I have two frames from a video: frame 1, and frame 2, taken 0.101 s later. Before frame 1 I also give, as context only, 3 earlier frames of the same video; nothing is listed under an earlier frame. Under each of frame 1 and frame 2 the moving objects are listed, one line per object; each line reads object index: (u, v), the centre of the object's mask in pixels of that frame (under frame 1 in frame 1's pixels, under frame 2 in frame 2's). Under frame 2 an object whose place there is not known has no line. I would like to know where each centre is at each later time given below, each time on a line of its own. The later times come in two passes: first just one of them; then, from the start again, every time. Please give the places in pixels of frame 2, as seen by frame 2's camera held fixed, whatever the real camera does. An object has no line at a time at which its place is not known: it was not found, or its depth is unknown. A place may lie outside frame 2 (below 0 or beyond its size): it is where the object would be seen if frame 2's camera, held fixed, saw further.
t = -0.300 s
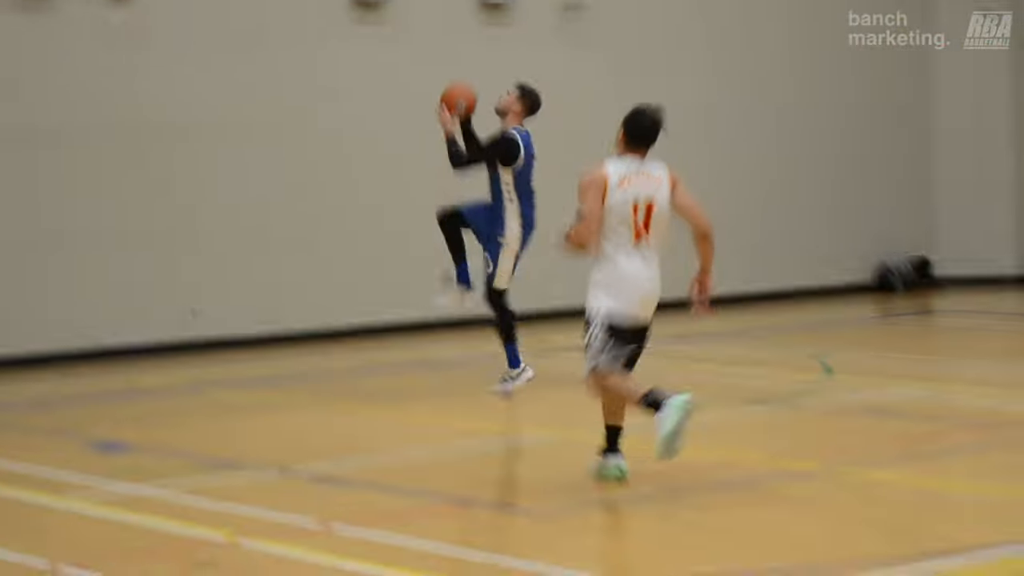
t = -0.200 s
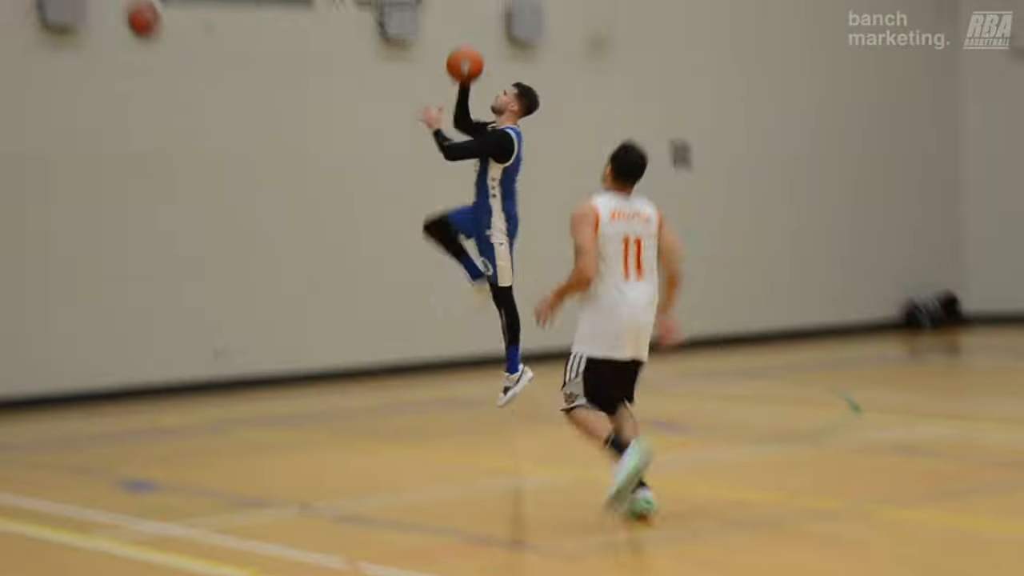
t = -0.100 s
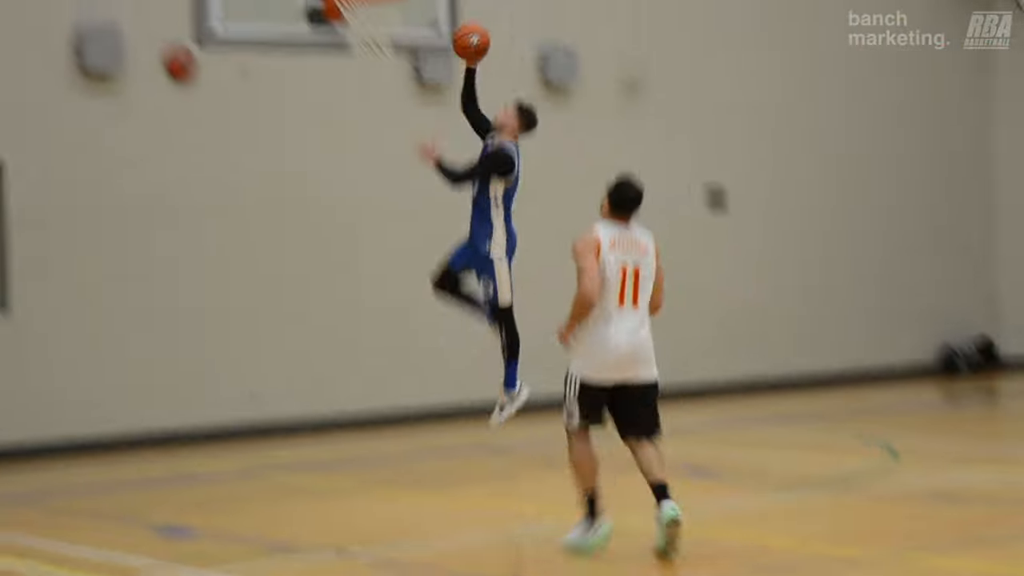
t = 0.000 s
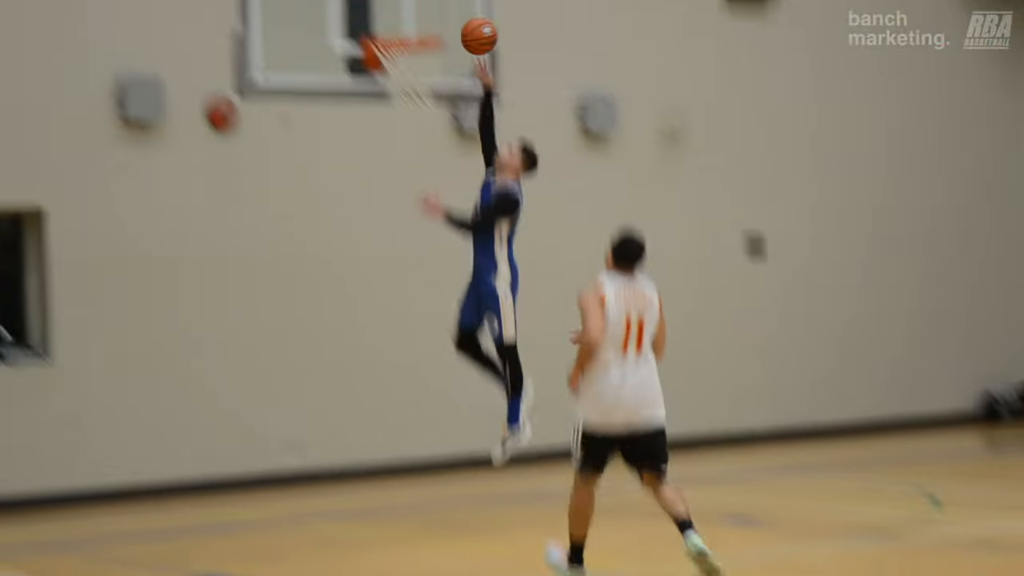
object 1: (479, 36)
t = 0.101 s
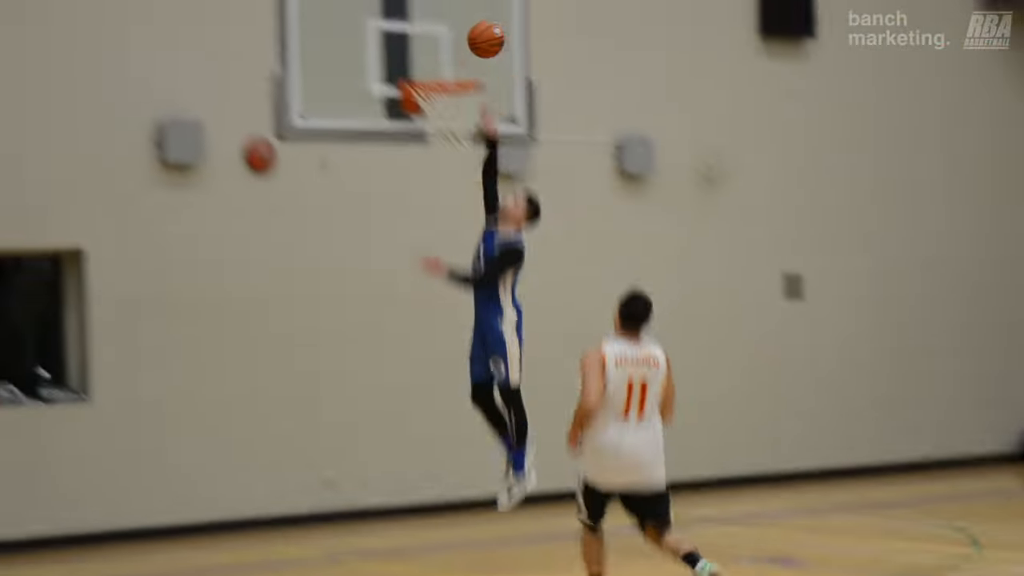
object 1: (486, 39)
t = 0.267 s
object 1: (478, 19)
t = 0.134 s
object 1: (477, 30)
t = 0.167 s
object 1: (475, 24)
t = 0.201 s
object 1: (476, 21)
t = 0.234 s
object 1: (477, 19)
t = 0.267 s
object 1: (478, 19)
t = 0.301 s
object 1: (480, 19)
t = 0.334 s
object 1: (481, 22)
